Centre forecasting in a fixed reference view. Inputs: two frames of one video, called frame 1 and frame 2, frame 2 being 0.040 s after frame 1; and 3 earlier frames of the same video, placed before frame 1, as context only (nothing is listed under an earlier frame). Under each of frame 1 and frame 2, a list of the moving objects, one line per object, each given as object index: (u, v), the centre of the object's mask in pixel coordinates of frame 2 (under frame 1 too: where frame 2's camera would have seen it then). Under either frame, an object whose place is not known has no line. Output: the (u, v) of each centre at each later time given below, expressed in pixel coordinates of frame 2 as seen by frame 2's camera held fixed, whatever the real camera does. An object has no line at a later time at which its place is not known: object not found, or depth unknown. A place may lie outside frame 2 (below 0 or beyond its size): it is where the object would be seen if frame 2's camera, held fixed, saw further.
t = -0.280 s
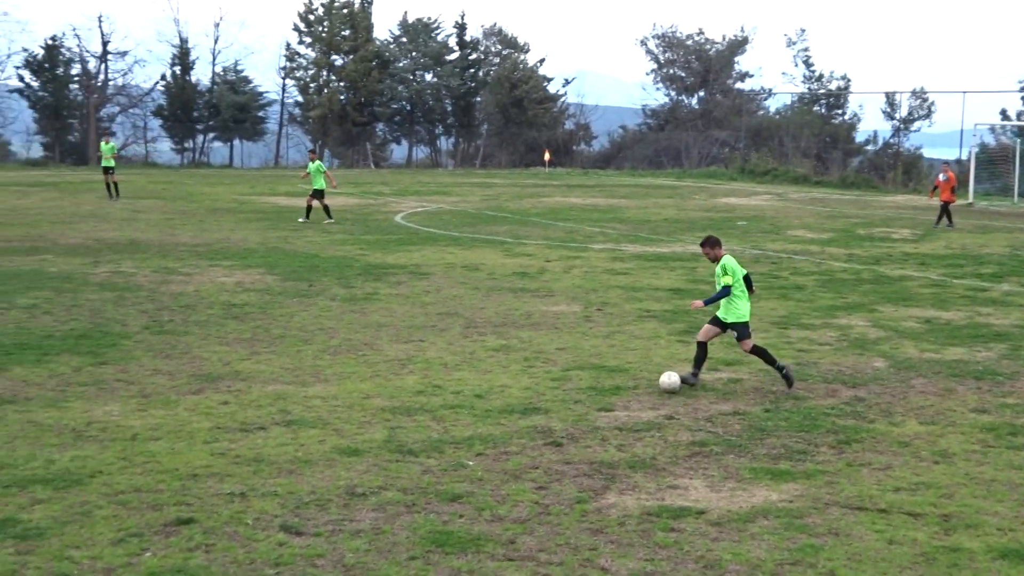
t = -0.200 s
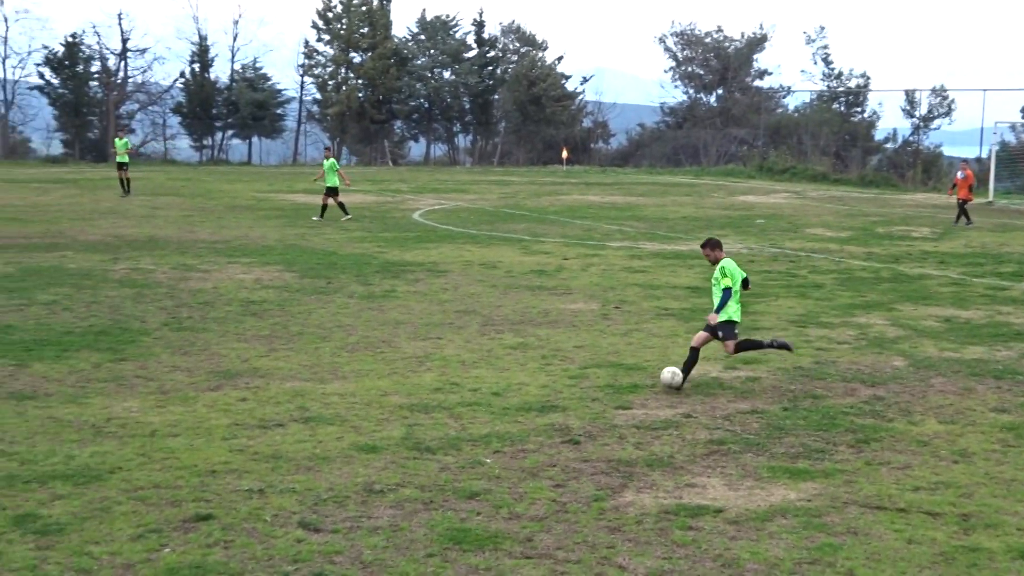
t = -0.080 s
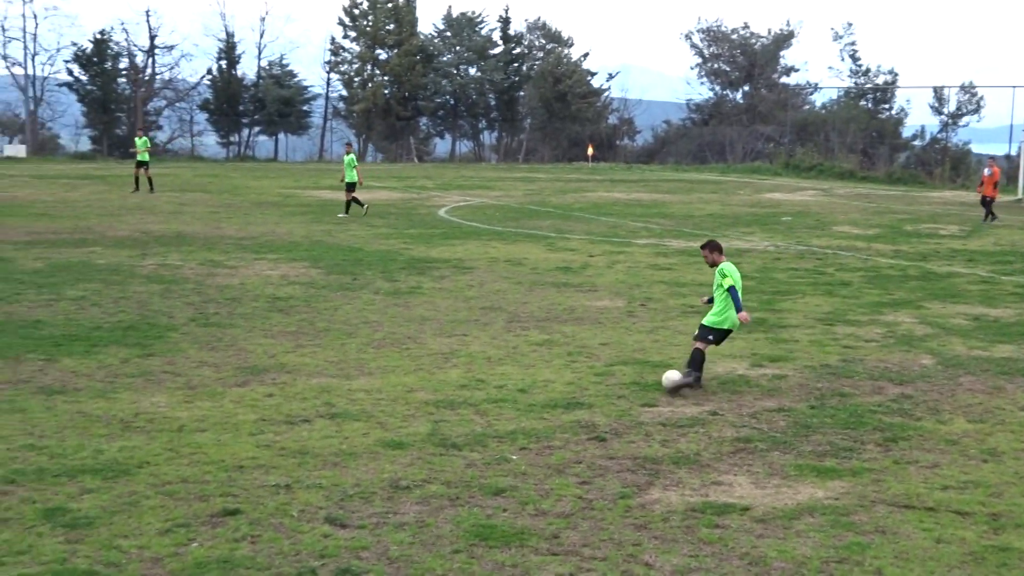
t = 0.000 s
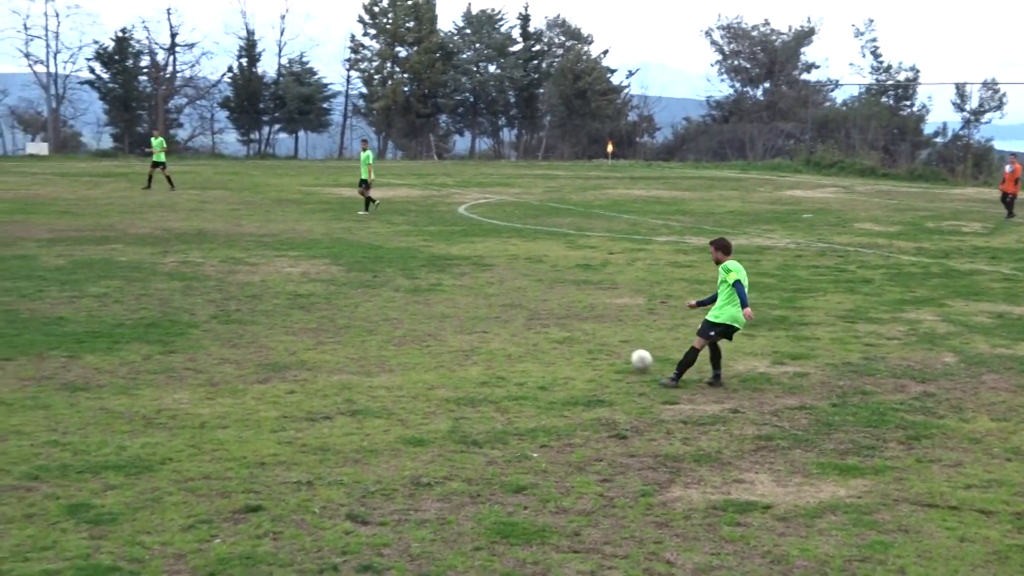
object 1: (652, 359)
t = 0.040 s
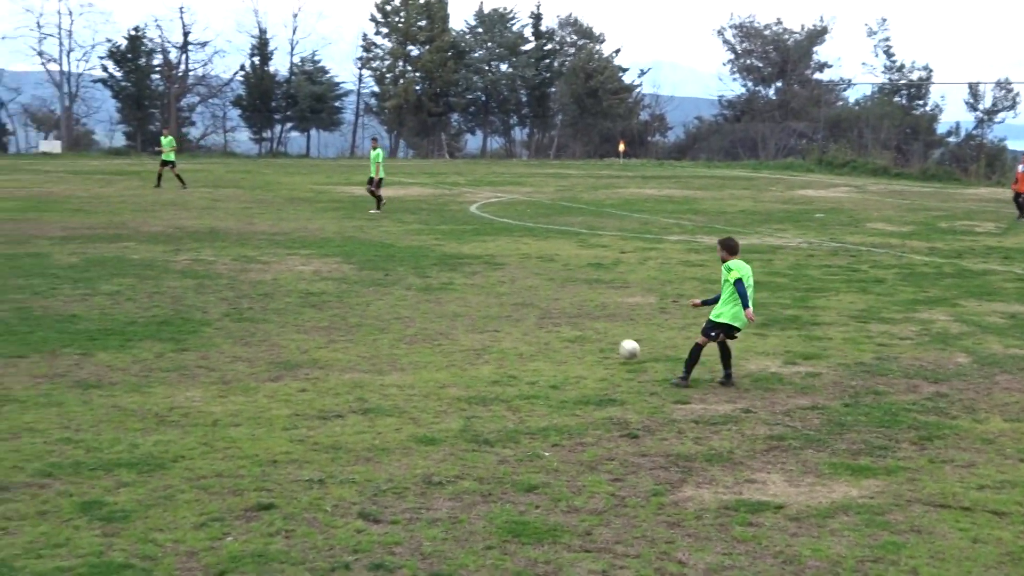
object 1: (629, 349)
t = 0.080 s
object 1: (608, 341)
